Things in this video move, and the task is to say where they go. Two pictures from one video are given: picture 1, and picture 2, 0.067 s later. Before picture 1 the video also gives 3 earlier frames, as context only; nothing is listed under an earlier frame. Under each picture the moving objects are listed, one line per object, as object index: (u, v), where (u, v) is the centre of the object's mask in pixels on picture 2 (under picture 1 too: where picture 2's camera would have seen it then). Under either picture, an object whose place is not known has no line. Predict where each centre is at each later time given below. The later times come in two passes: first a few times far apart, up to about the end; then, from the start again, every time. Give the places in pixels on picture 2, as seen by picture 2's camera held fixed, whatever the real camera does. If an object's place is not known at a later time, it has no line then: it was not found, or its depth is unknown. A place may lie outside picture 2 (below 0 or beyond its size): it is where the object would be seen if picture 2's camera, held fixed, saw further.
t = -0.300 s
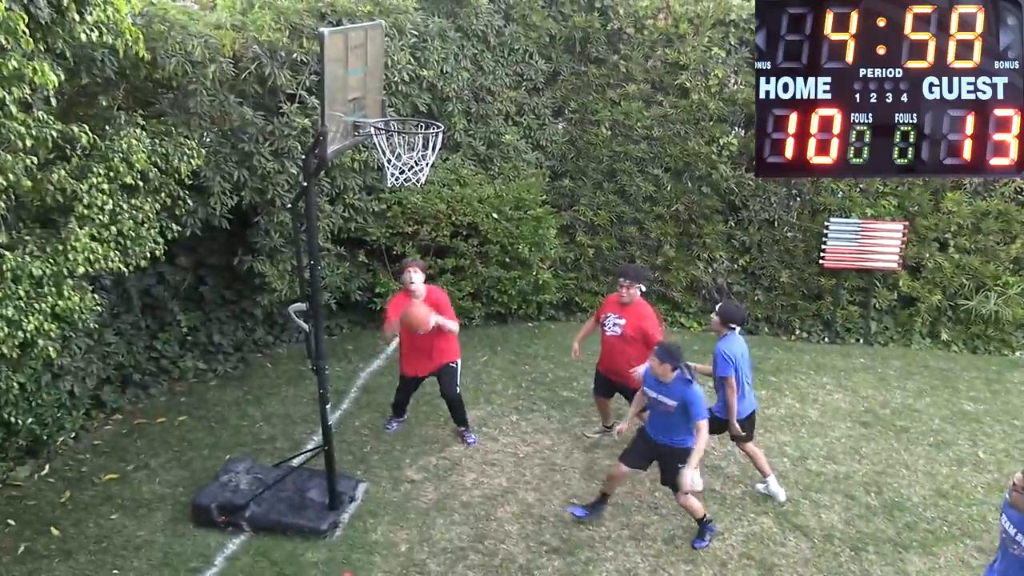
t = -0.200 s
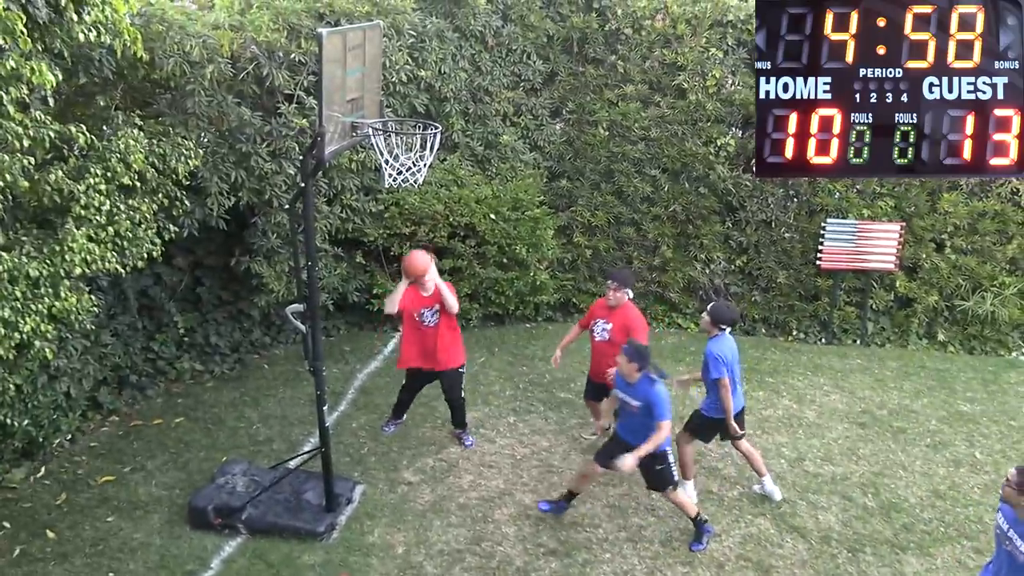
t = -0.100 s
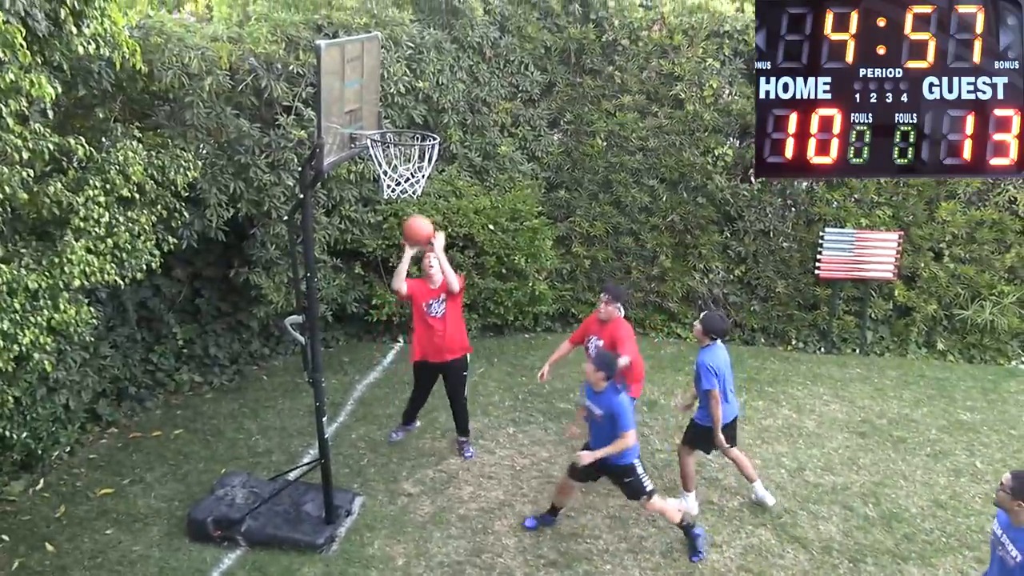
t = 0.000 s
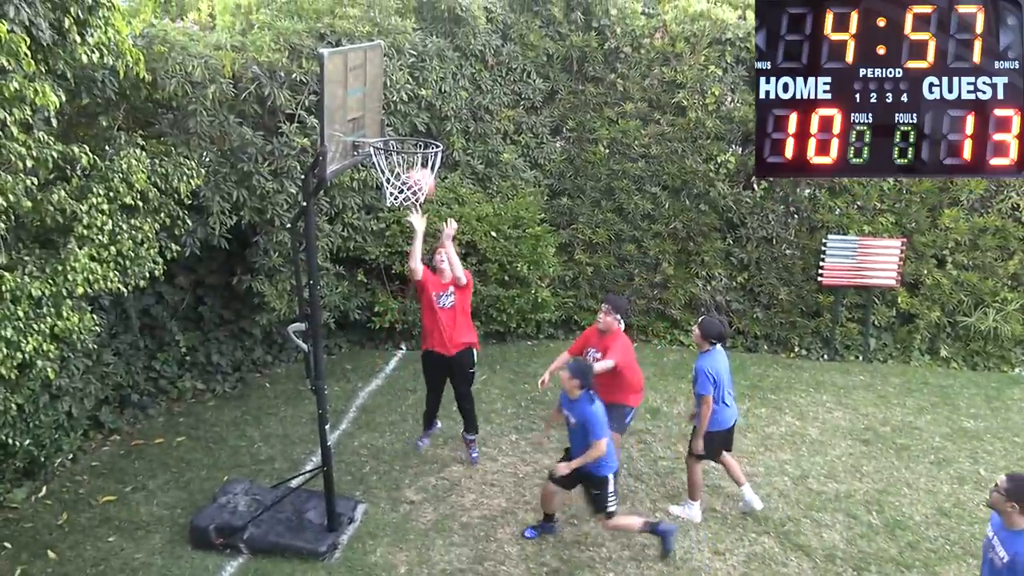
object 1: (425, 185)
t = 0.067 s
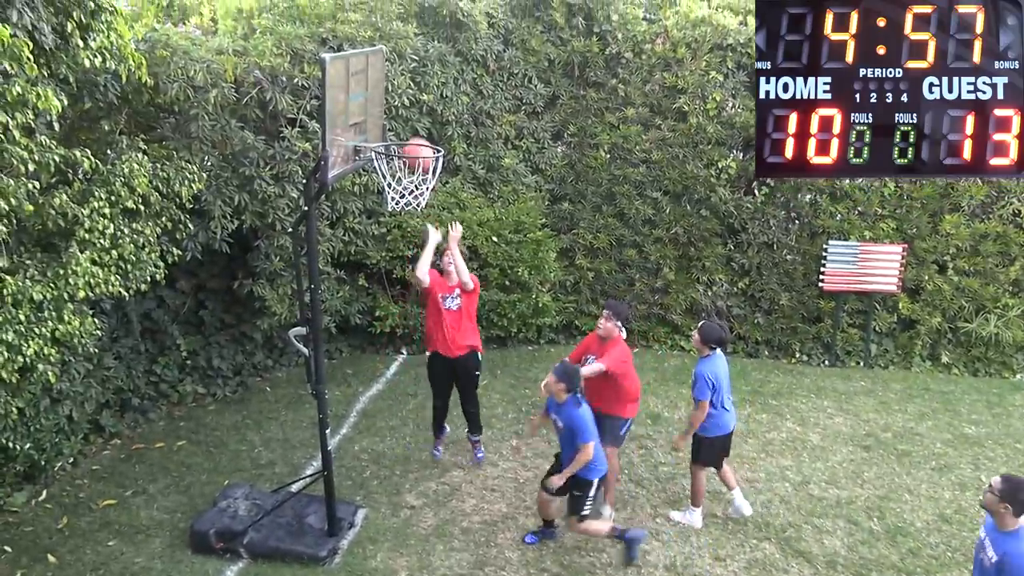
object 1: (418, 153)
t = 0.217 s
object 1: (412, 95)
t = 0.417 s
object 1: (407, 58)
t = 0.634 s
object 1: (405, 82)
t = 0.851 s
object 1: (411, 146)
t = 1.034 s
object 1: (421, 194)
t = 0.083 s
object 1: (417, 144)
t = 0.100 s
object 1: (416, 138)
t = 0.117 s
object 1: (415, 130)
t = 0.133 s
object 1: (414, 125)
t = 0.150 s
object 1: (414, 118)
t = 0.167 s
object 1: (413, 112)
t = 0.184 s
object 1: (413, 106)
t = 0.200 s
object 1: (412, 101)
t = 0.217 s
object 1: (412, 95)
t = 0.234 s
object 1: (412, 90)
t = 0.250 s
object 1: (411, 85)
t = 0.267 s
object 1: (410, 81)
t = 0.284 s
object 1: (410, 77)
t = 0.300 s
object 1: (409, 74)
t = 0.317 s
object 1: (409, 71)
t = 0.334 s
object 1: (408, 67)
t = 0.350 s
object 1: (408, 65)
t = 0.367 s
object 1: (408, 63)
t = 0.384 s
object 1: (408, 61)
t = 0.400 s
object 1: (408, 60)
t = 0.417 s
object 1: (407, 58)
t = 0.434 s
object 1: (407, 58)
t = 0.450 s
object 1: (407, 58)
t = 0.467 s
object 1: (406, 58)
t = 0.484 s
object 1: (406, 58)
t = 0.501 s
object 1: (406, 59)
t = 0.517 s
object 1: (406, 60)
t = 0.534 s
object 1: (406, 62)
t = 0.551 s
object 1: (405, 65)
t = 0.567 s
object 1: (405, 67)
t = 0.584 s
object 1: (406, 70)
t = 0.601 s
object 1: (405, 74)
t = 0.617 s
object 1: (405, 78)
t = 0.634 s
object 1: (405, 82)
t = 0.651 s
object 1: (406, 88)
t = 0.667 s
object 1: (406, 93)
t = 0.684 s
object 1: (406, 99)
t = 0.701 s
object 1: (406, 105)
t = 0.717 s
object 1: (406, 112)
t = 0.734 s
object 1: (406, 120)
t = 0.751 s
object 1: (406, 127)
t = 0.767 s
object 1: (407, 135)
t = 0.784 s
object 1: (408, 141)
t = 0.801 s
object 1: (408, 143)
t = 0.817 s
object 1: (409, 144)
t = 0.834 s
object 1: (409, 145)
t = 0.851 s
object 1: (411, 146)
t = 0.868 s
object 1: (413, 149)
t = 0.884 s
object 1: (413, 155)
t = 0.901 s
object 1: (413, 157)
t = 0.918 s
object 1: (414, 160)
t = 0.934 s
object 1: (417, 164)
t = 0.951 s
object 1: (417, 168)
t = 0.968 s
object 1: (418, 174)
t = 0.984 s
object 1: (419, 179)
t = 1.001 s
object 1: (420, 185)
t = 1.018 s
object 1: (422, 189)
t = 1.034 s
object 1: (421, 194)
